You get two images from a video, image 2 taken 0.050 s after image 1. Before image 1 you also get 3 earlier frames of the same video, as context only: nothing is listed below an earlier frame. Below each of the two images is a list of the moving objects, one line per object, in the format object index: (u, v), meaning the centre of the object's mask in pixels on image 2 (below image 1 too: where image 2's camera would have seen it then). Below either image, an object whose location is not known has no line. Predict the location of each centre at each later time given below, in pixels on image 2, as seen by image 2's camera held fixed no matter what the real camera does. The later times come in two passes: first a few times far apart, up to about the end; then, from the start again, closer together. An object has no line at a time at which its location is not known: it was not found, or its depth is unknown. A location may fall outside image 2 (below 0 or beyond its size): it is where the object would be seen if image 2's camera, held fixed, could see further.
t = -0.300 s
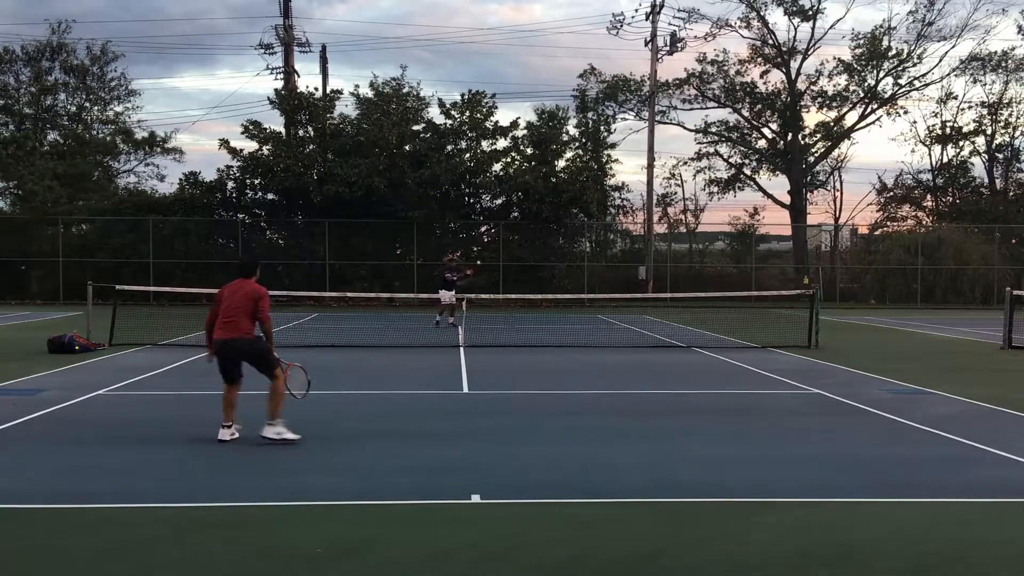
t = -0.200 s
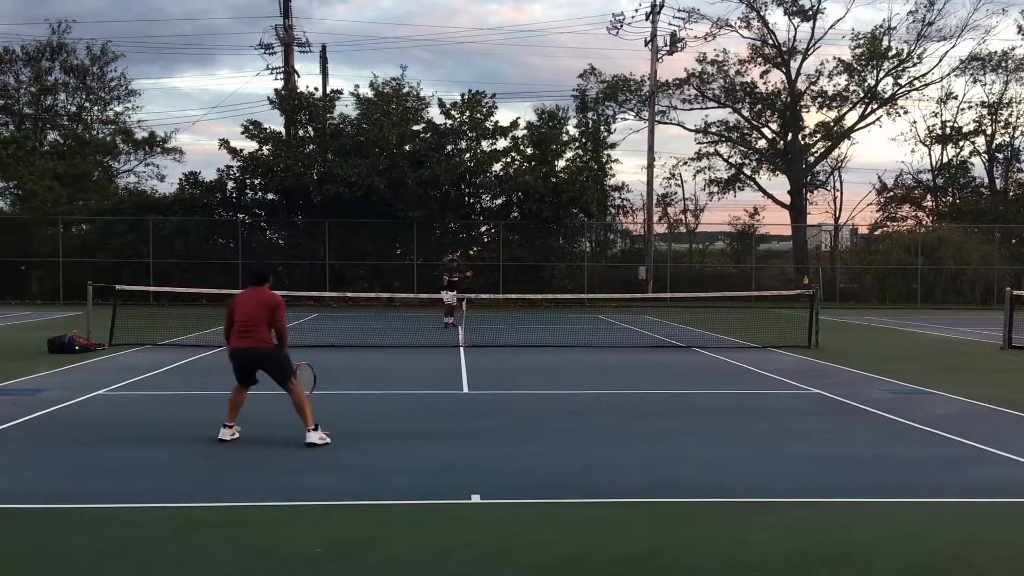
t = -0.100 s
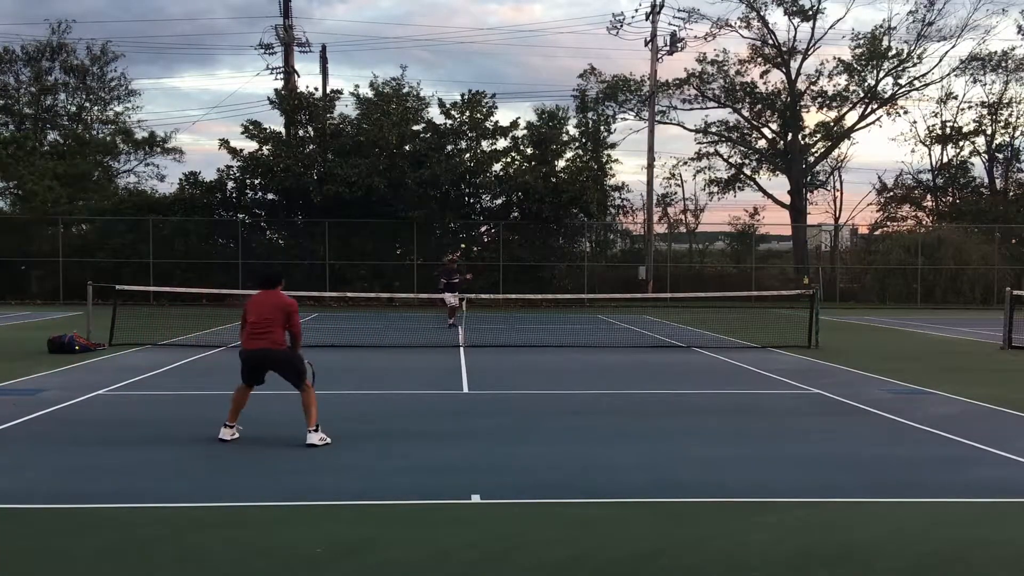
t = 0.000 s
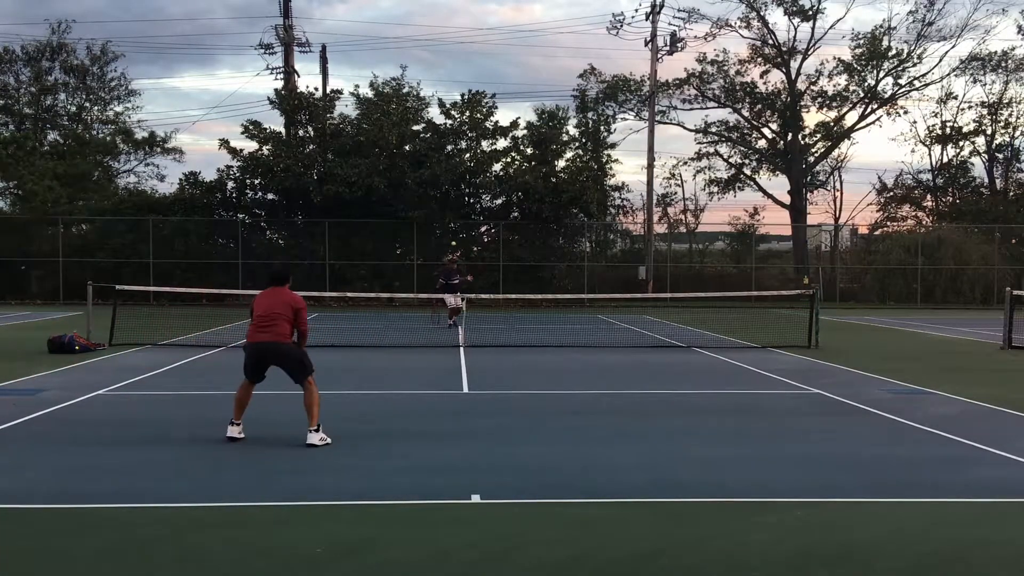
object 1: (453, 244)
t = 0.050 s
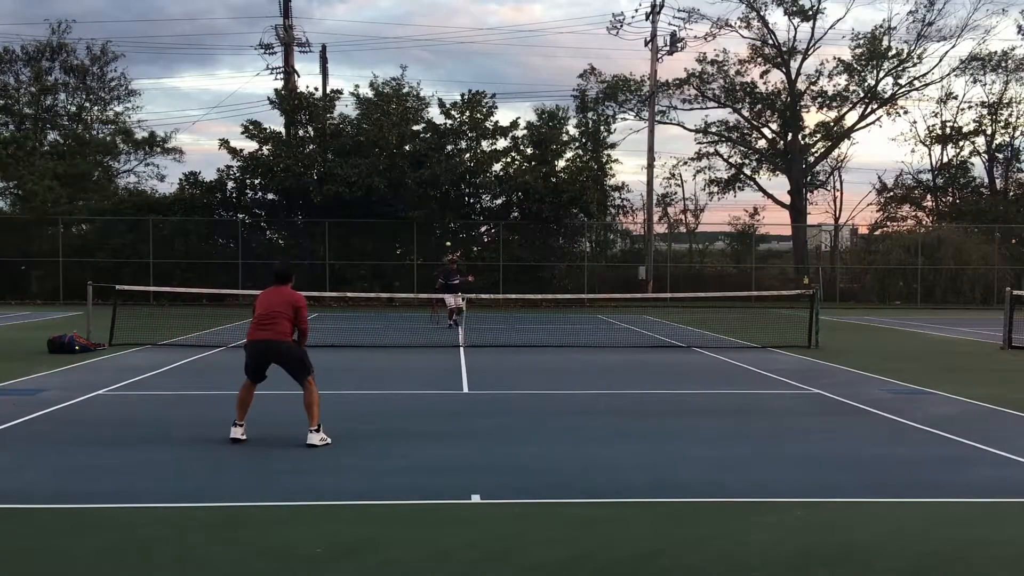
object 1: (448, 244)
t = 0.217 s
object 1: (427, 257)
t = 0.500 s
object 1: (375, 336)
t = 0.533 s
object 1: (366, 353)
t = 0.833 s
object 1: (305, 354)
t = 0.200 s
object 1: (430, 254)
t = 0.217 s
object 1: (427, 257)
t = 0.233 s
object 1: (425, 259)
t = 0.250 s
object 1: (422, 261)
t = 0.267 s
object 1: (420, 264)
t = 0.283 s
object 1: (418, 267)
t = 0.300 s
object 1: (415, 270)
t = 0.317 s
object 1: (412, 274)
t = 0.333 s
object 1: (409, 278)
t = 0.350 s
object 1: (406, 282)
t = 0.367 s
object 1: (403, 287)
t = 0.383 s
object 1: (400, 291)
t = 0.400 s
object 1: (397, 297)
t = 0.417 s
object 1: (393, 303)
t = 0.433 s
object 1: (390, 308)
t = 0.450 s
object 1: (387, 314)
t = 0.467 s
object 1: (383, 321)
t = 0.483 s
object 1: (379, 328)
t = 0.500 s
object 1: (375, 336)
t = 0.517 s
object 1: (371, 344)
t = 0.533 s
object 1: (366, 353)
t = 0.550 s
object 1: (362, 361)
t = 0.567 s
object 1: (358, 371)
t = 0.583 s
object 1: (353, 382)
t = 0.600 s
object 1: (348, 392)
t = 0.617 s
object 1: (342, 404)
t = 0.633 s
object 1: (337, 411)
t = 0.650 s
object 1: (335, 406)
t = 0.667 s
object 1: (333, 399)
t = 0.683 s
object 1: (330, 394)
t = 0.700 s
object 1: (327, 388)
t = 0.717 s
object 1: (325, 383)
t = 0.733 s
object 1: (322, 378)
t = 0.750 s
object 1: (319, 374)
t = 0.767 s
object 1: (316, 369)
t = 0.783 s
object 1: (313, 365)
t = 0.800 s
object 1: (310, 361)
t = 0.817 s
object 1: (308, 357)
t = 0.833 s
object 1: (305, 354)
